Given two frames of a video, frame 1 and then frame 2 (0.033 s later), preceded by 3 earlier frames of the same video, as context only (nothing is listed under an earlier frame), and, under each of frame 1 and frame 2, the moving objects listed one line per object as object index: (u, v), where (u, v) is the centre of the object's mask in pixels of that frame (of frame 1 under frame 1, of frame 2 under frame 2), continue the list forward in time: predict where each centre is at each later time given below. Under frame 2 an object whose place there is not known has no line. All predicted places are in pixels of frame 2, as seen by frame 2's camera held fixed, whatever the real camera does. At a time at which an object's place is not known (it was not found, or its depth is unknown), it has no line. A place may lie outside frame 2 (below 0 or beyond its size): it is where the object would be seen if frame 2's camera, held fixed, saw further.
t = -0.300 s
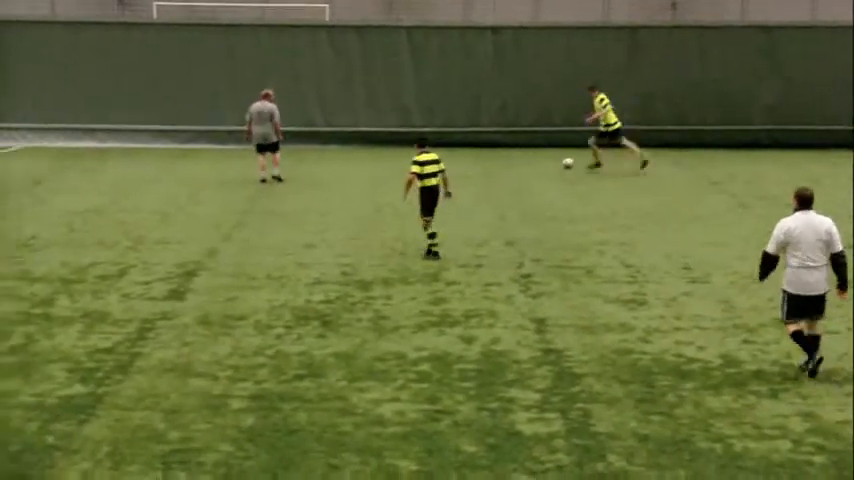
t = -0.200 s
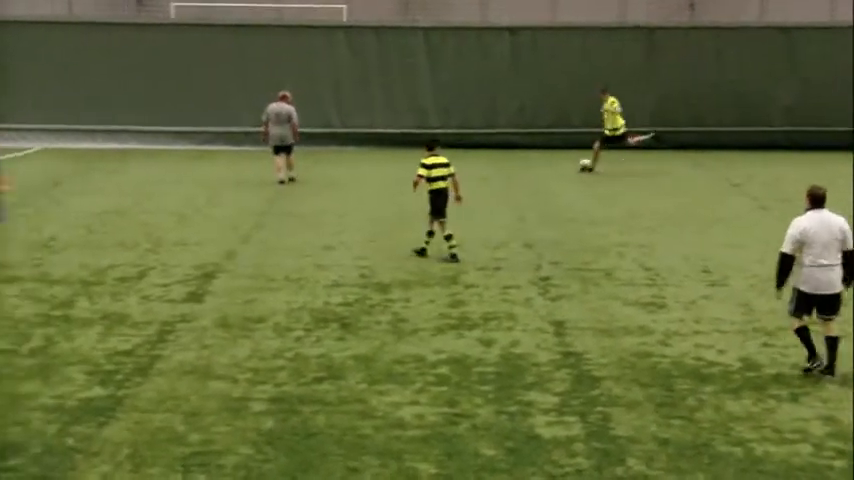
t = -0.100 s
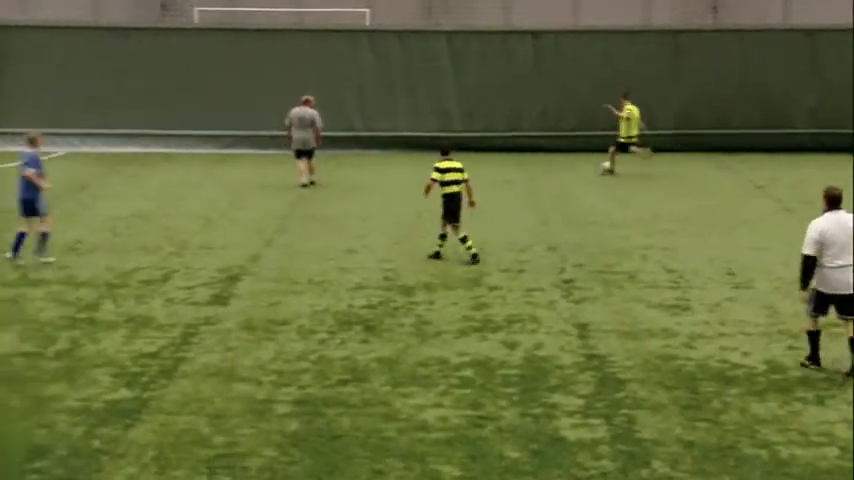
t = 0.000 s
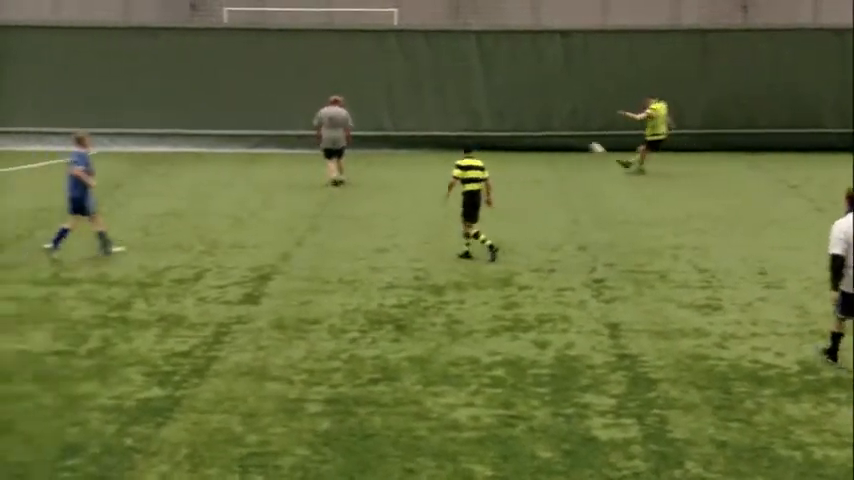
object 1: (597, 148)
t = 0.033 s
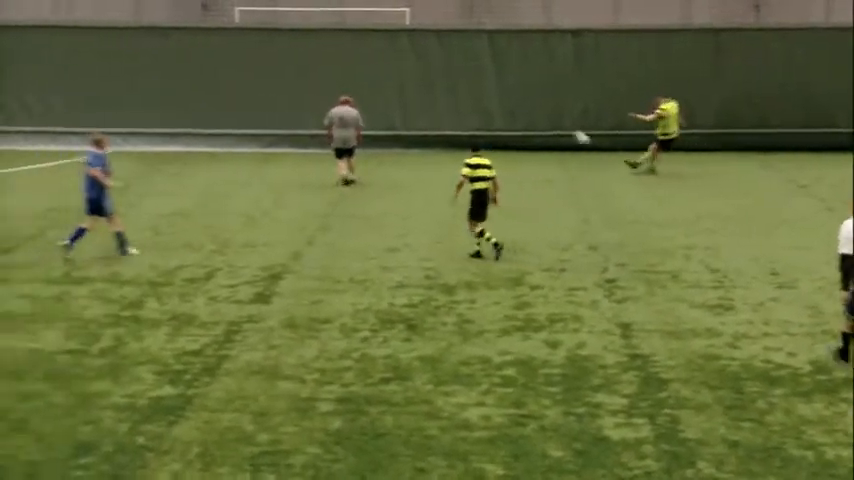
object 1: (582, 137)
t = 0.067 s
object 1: (557, 128)
